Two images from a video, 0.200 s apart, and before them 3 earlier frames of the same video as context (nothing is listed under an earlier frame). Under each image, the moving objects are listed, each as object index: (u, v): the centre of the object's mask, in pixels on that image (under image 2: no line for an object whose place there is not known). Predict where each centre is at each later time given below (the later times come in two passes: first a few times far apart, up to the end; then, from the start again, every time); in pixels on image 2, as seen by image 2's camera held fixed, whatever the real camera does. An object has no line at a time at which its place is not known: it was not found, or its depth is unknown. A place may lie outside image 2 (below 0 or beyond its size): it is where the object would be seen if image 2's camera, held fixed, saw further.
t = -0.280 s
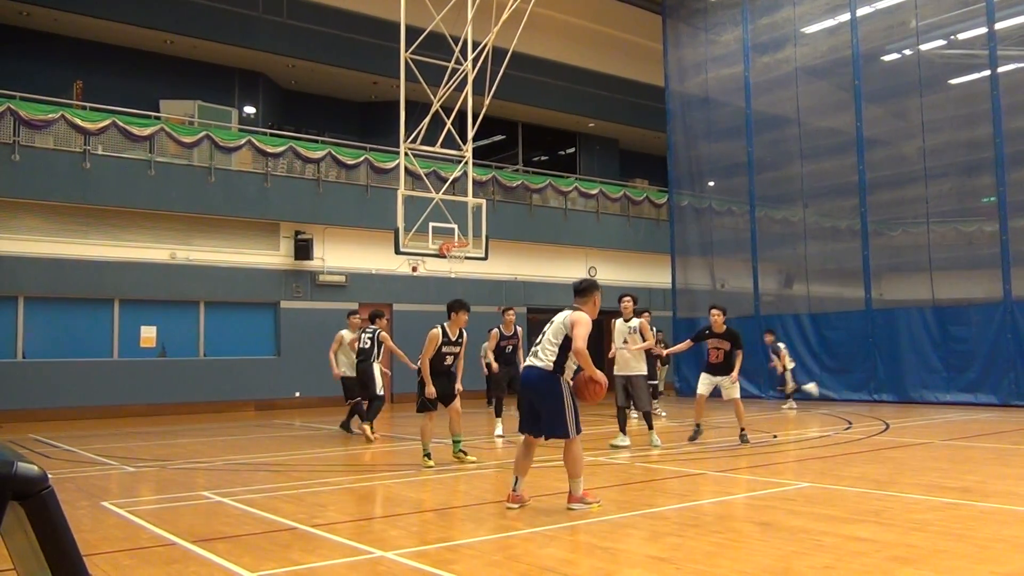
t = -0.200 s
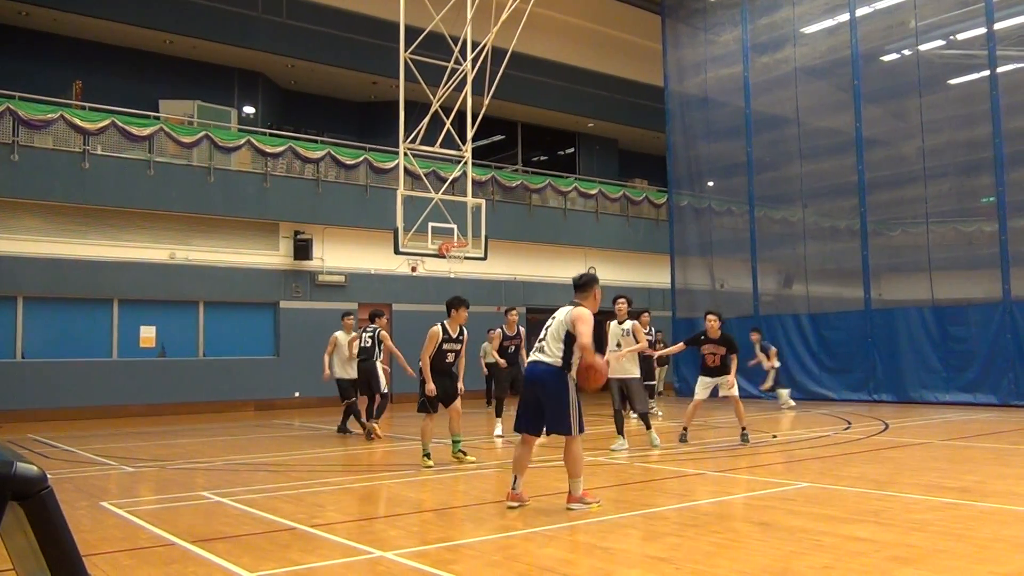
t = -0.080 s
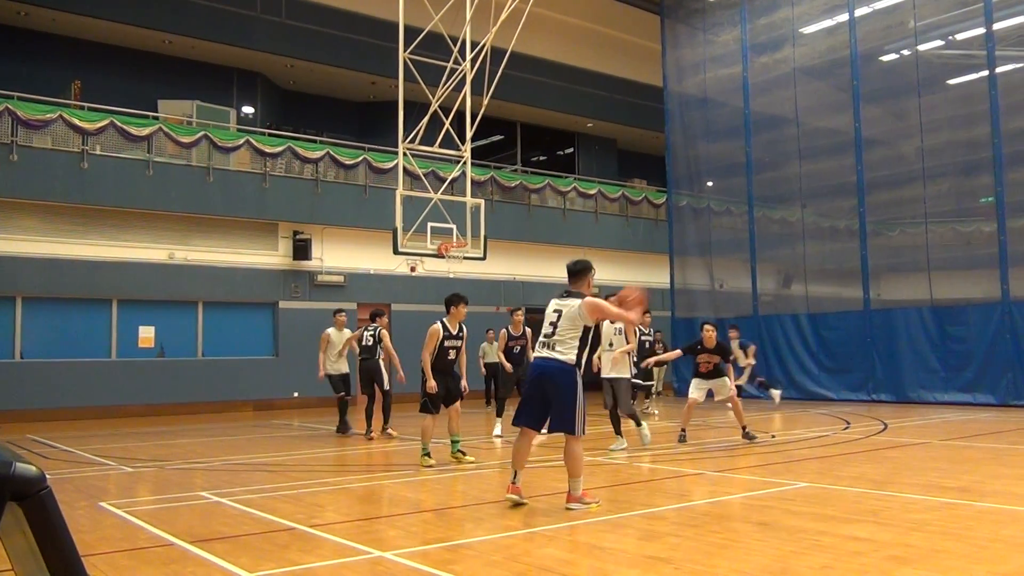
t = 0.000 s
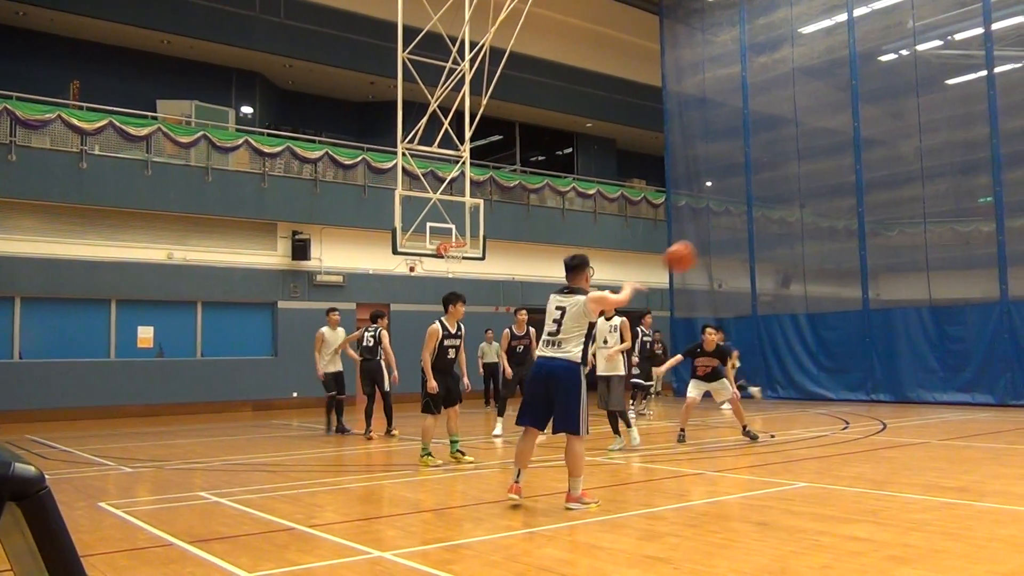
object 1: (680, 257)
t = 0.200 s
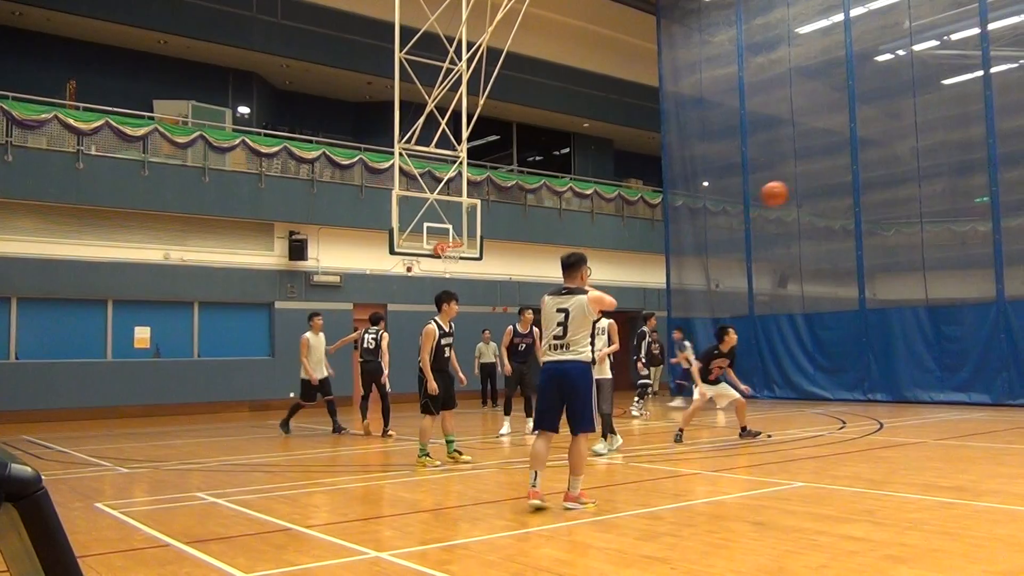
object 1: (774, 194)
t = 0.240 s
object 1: (791, 187)
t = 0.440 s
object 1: (858, 179)
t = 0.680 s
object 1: (921, 205)
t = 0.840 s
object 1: (955, 239)
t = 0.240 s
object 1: (791, 187)
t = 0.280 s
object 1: (806, 183)
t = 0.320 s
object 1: (820, 180)
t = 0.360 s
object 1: (833, 178)
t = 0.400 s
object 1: (846, 178)
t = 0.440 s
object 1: (858, 179)
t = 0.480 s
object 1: (870, 181)
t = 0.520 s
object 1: (880, 184)
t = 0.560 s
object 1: (891, 187)
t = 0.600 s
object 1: (901, 193)
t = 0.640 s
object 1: (911, 198)
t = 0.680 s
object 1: (921, 205)
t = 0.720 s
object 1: (929, 213)
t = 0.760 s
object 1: (938, 221)
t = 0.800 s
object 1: (947, 230)
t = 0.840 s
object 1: (955, 239)
